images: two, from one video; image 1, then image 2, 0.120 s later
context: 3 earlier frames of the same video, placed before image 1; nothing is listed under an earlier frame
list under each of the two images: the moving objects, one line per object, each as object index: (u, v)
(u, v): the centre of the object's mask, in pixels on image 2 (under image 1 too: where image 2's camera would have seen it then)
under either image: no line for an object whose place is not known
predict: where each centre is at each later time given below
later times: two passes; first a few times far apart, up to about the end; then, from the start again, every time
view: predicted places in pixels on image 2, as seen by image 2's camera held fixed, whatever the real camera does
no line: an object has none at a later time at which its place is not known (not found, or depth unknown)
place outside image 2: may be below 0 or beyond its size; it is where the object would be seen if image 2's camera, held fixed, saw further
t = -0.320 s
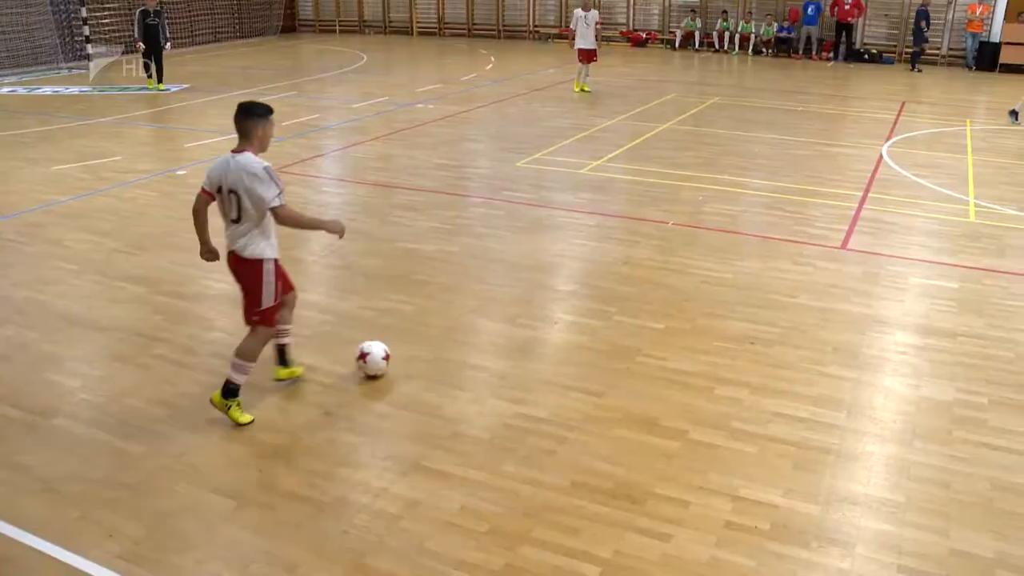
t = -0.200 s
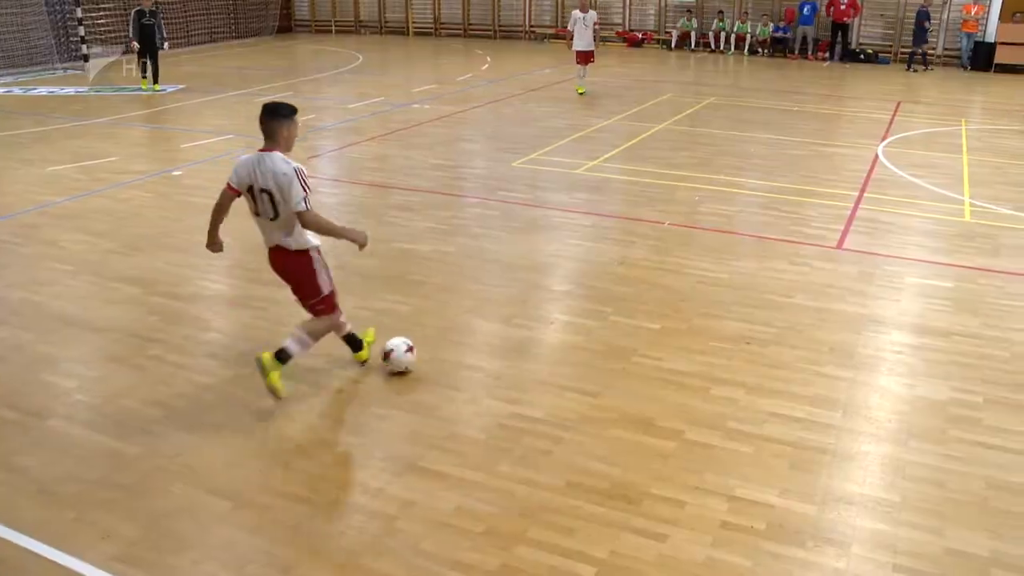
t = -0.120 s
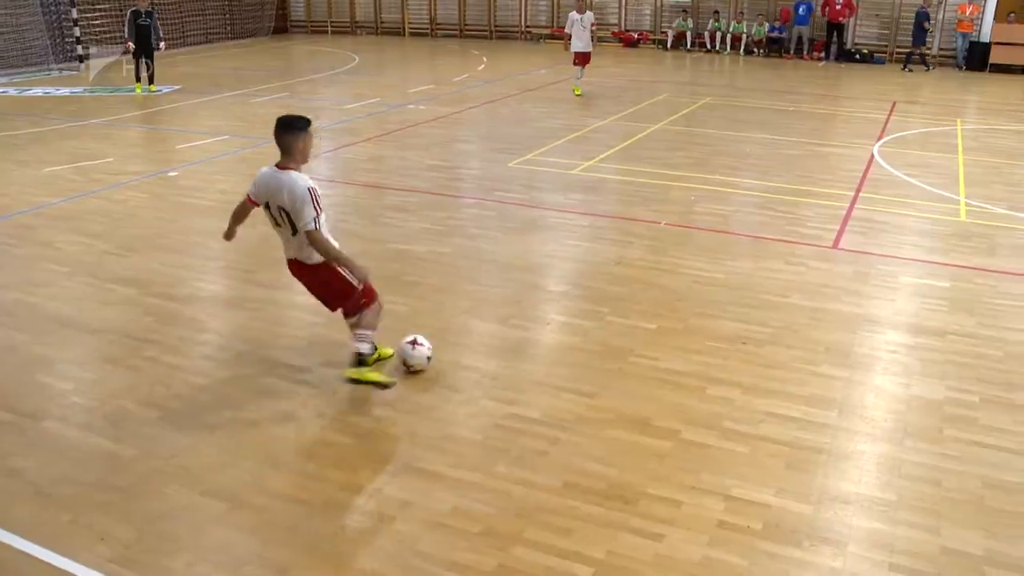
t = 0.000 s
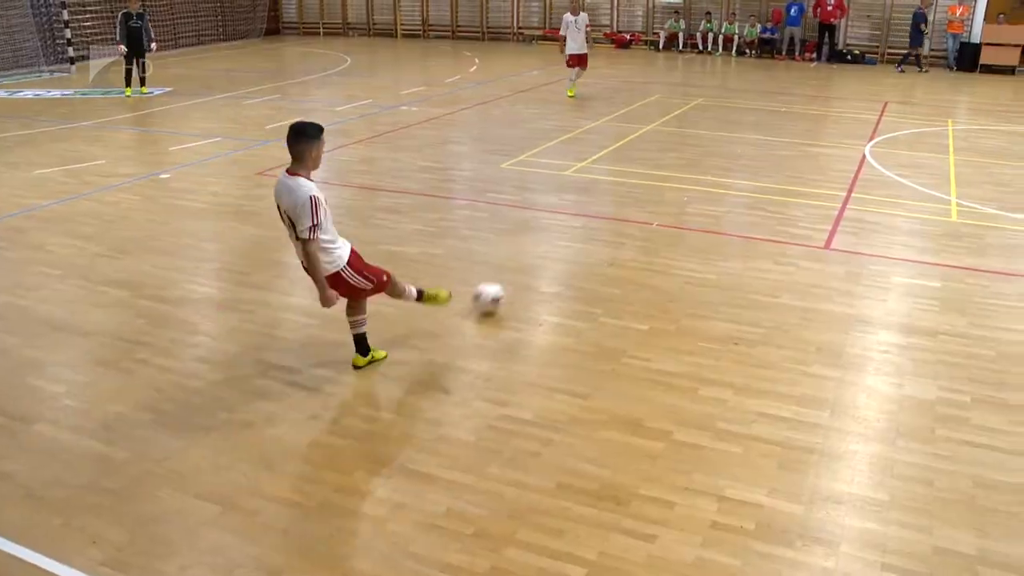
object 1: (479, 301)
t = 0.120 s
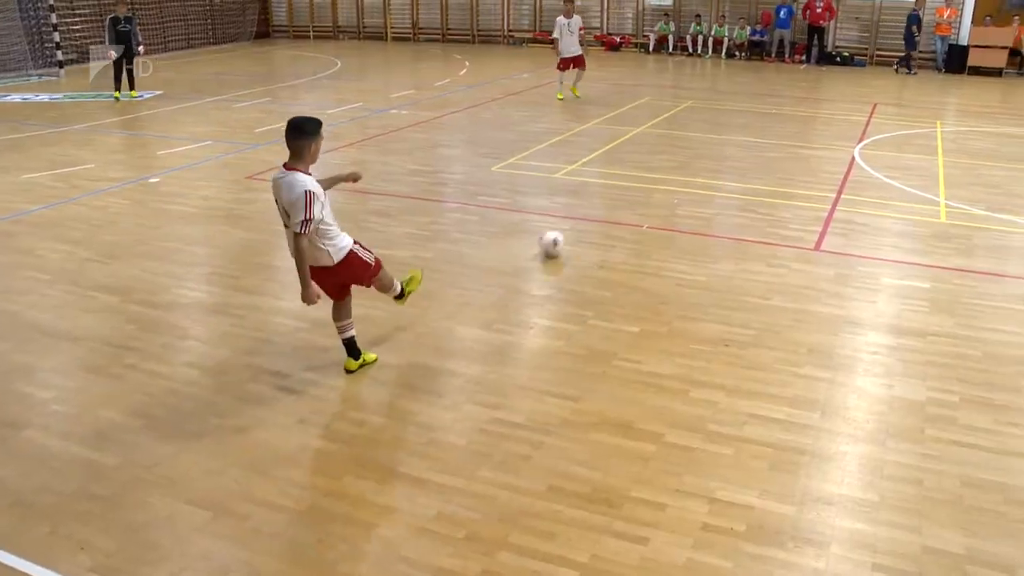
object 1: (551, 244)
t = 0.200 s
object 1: (584, 217)
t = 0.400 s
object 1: (641, 173)
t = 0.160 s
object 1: (570, 230)
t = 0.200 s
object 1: (584, 217)
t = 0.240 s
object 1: (598, 206)
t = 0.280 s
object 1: (611, 196)
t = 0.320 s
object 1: (622, 188)
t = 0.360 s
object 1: (632, 180)
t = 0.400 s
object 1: (641, 173)
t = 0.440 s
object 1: (648, 166)
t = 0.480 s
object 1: (656, 160)
